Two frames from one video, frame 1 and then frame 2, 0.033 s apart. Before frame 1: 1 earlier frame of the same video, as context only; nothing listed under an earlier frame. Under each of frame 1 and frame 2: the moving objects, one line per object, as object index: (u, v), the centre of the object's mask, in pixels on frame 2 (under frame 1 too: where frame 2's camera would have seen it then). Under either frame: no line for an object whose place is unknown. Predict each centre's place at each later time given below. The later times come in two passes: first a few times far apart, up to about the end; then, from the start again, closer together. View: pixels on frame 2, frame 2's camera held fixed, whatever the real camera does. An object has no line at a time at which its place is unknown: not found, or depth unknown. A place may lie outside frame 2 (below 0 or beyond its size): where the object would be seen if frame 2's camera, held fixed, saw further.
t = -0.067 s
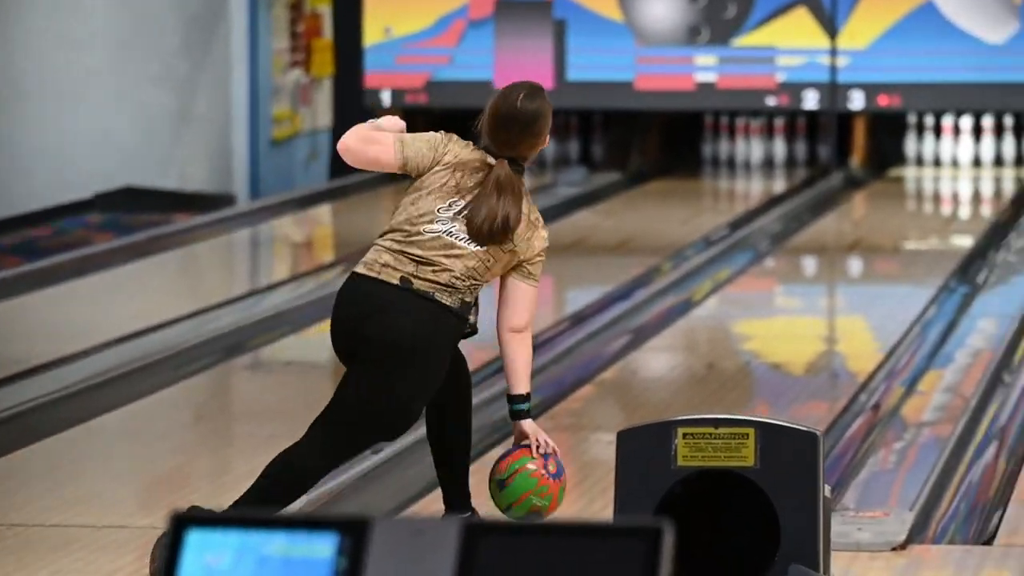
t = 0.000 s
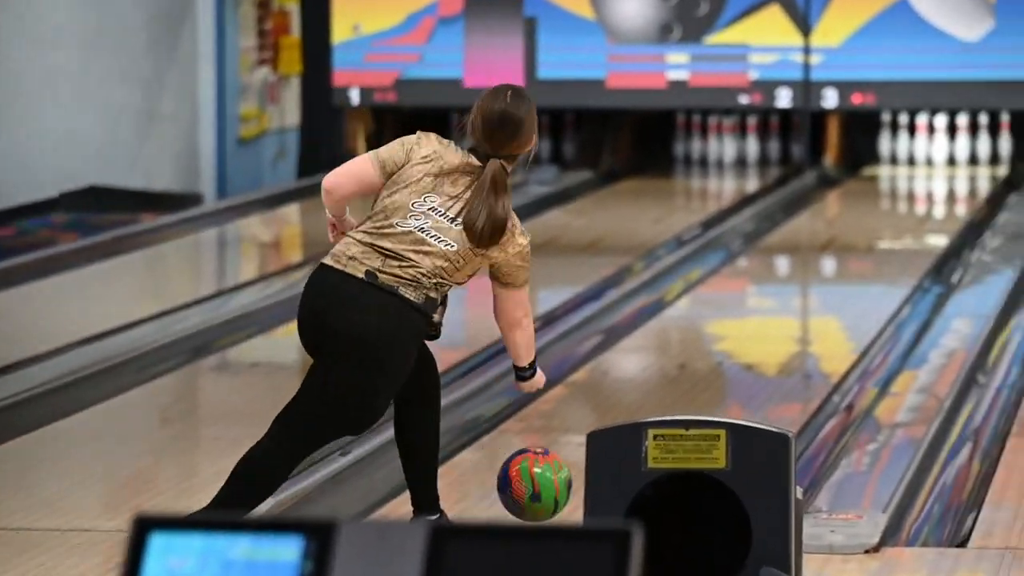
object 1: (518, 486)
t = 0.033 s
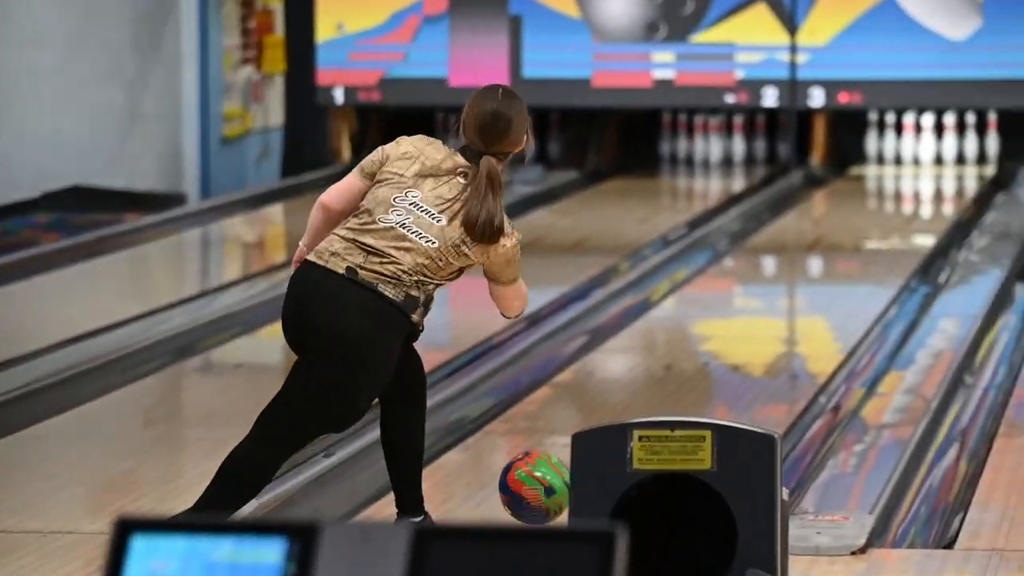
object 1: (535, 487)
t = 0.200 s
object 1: (603, 418)
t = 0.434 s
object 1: (686, 386)
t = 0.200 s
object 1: (603, 418)
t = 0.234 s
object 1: (617, 413)
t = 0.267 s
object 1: (631, 409)
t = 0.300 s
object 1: (644, 405)
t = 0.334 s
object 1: (656, 402)
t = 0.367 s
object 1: (668, 397)
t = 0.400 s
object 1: (676, 392)
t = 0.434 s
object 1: (686, 386)
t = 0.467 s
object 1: (695, 380)
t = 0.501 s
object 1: (704, 375)
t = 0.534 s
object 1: (713, 369)
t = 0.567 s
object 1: (721, 363)
